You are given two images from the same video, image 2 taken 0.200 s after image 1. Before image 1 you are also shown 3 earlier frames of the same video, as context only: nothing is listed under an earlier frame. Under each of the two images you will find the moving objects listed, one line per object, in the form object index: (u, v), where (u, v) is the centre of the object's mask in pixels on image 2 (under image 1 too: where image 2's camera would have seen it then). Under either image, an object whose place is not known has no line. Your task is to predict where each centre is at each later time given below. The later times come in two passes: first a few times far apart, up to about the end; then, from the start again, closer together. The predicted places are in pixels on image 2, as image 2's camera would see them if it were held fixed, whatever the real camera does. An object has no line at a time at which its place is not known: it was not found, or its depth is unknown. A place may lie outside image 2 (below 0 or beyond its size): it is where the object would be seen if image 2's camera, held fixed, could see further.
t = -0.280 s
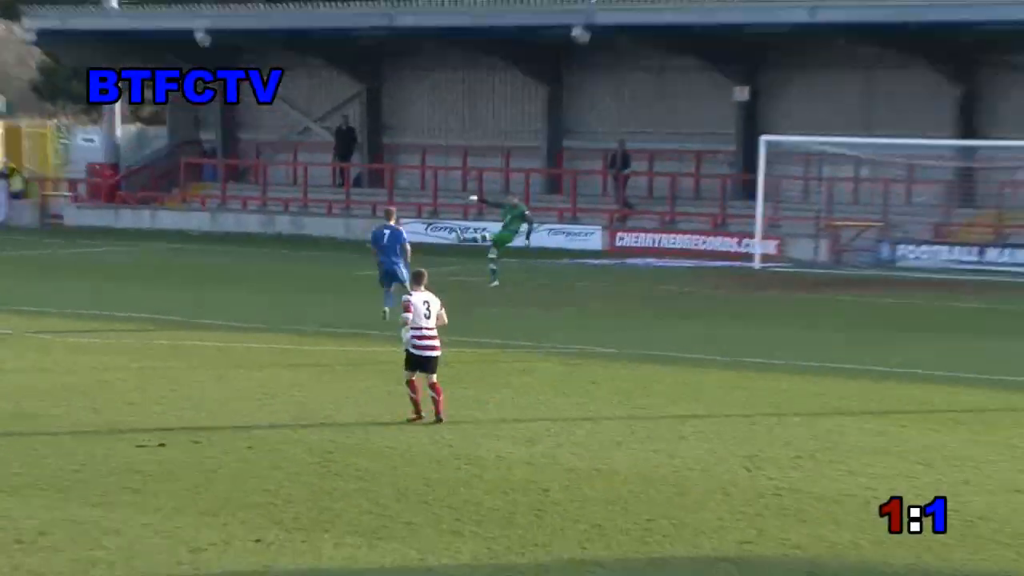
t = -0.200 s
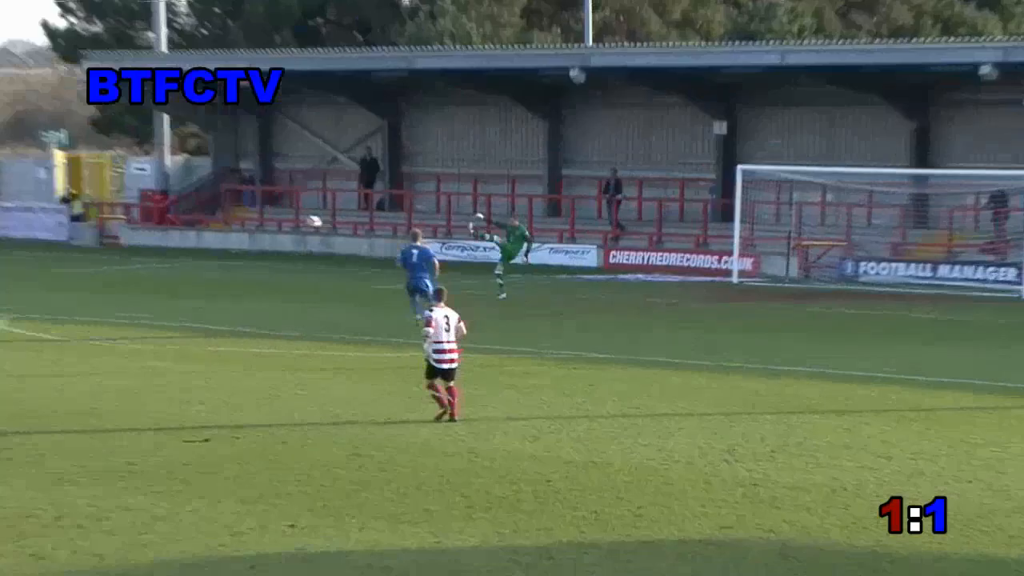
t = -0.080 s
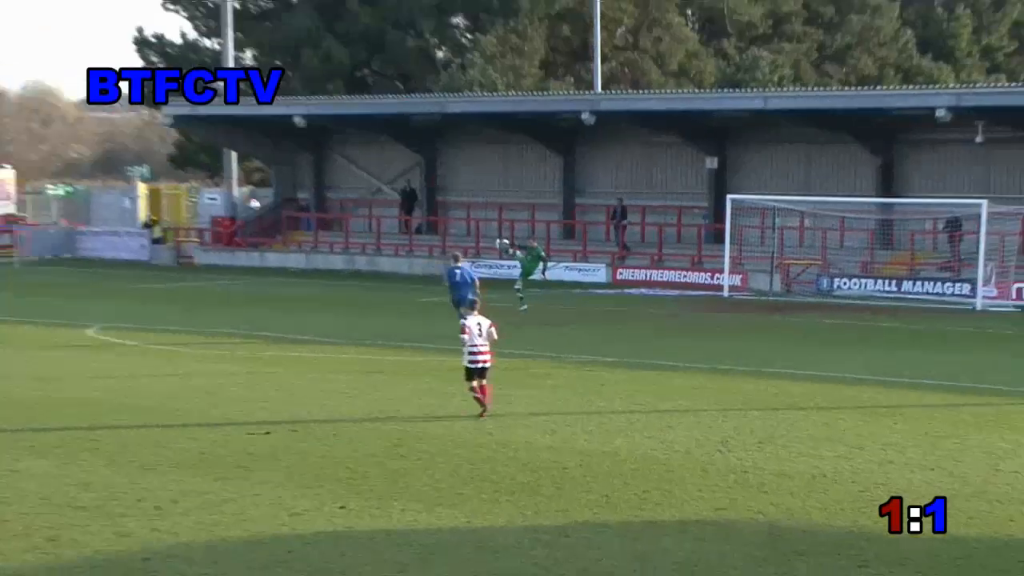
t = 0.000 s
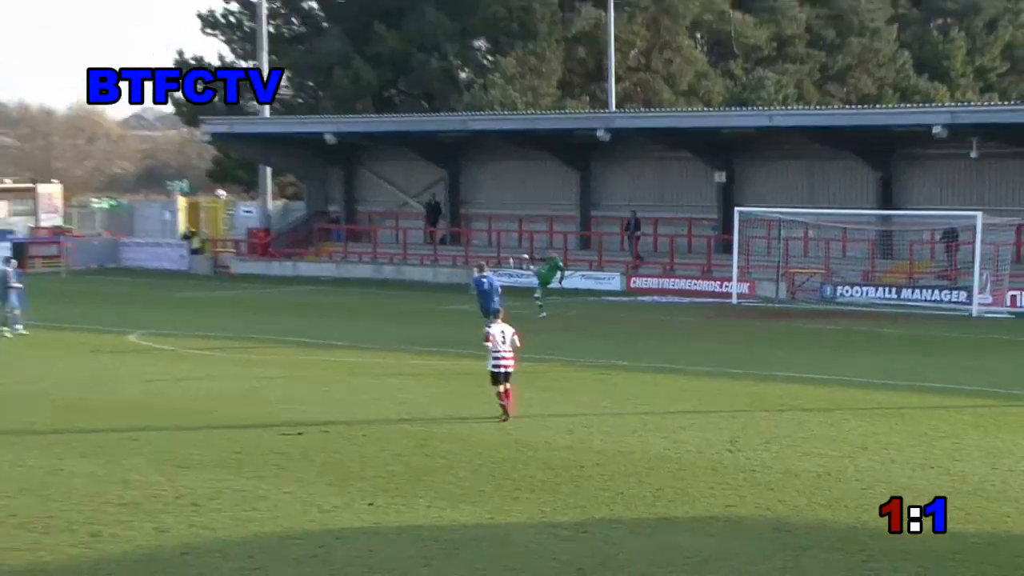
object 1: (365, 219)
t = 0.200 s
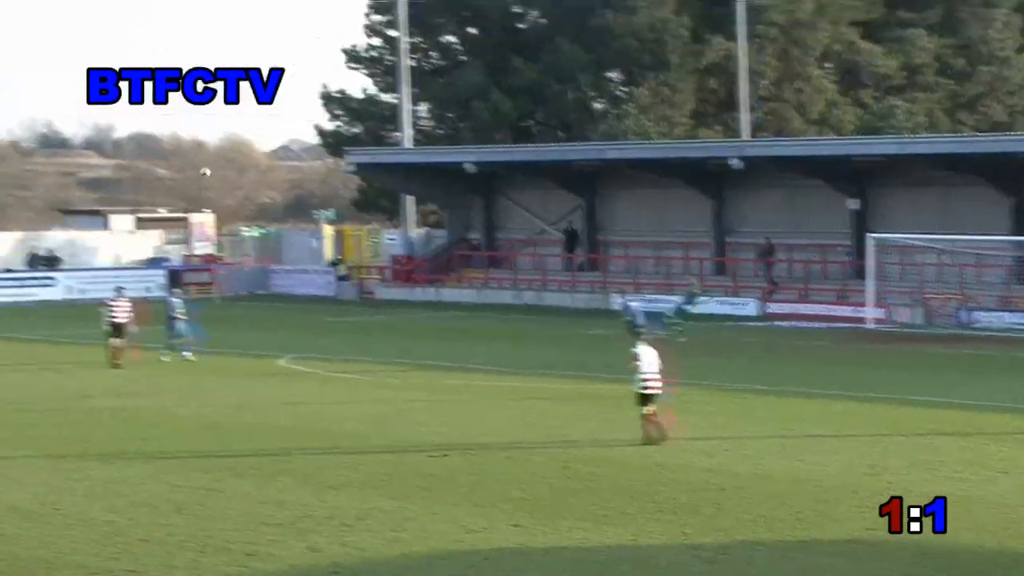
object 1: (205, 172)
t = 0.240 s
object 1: (174, 163)
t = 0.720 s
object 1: (-244, 82)
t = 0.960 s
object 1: (-478, 70)
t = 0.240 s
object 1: (174, 163)
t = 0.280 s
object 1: (142, 155)
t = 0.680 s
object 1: (-208, 86)
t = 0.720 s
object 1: (-244, 82)
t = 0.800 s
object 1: (-317, 75)
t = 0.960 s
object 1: (-478, 70)
